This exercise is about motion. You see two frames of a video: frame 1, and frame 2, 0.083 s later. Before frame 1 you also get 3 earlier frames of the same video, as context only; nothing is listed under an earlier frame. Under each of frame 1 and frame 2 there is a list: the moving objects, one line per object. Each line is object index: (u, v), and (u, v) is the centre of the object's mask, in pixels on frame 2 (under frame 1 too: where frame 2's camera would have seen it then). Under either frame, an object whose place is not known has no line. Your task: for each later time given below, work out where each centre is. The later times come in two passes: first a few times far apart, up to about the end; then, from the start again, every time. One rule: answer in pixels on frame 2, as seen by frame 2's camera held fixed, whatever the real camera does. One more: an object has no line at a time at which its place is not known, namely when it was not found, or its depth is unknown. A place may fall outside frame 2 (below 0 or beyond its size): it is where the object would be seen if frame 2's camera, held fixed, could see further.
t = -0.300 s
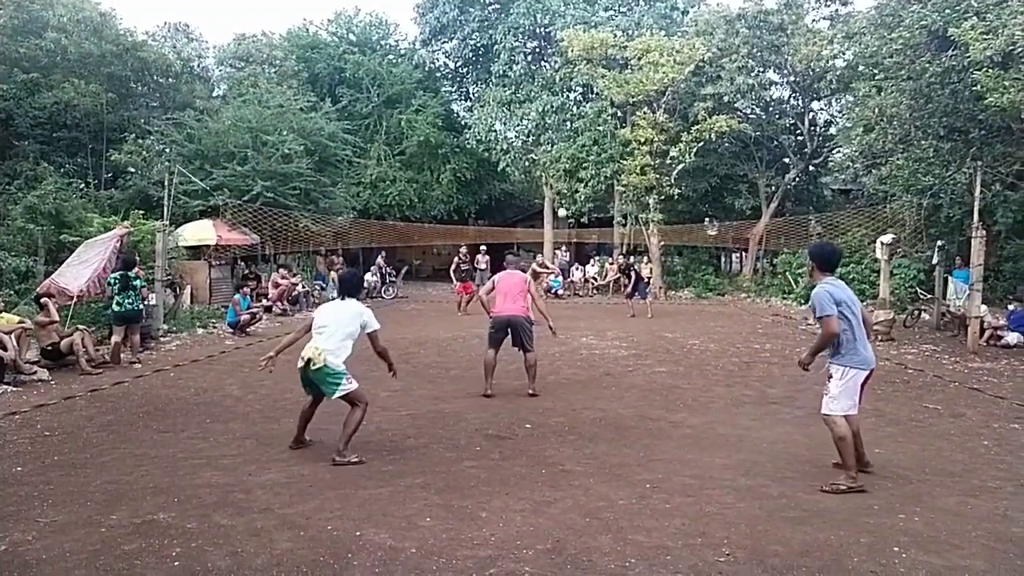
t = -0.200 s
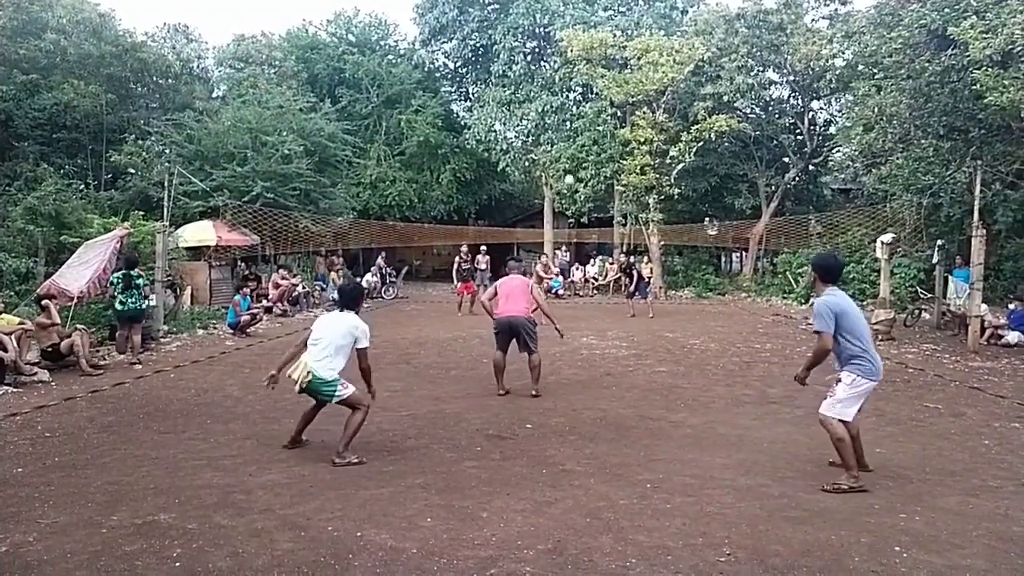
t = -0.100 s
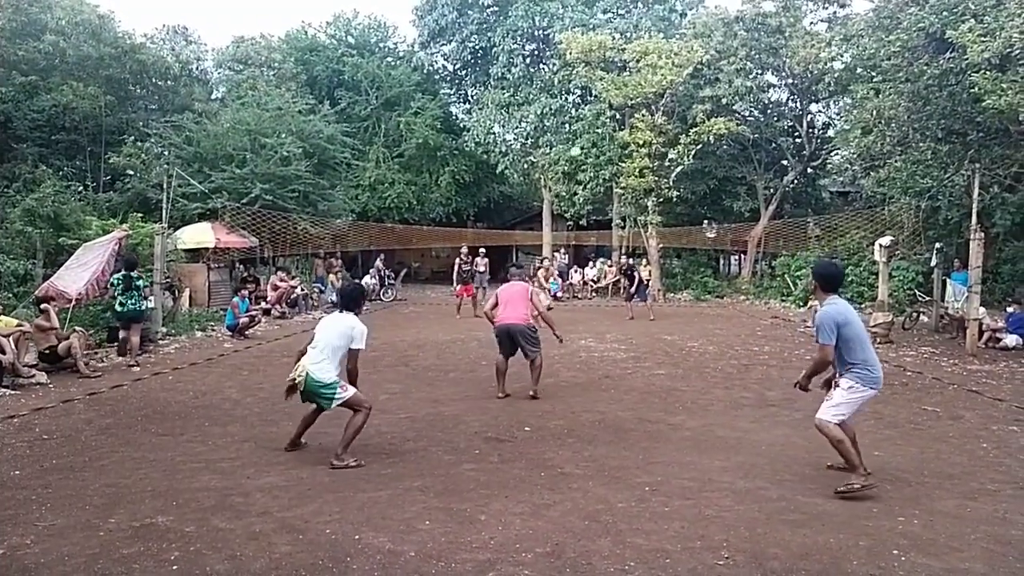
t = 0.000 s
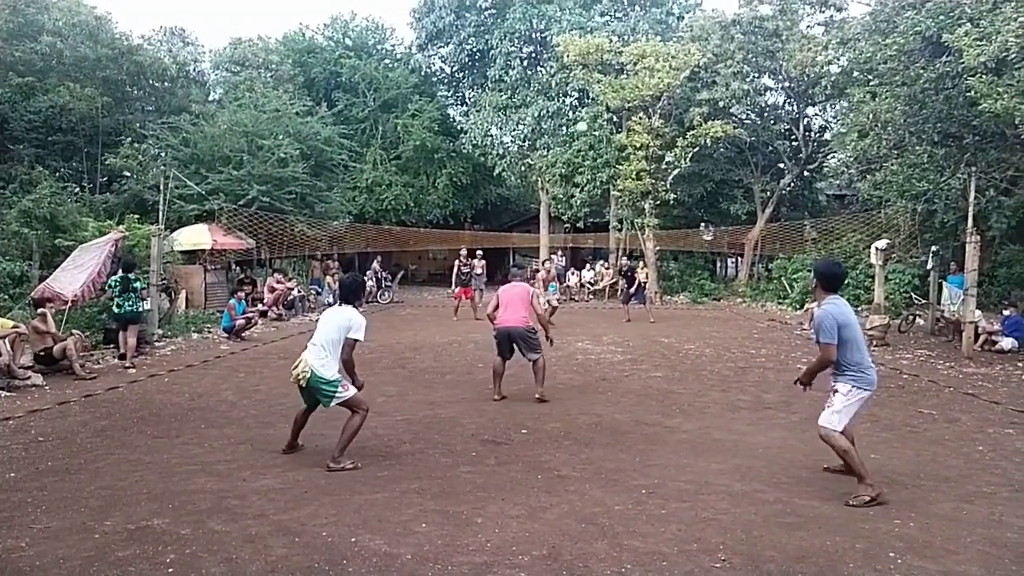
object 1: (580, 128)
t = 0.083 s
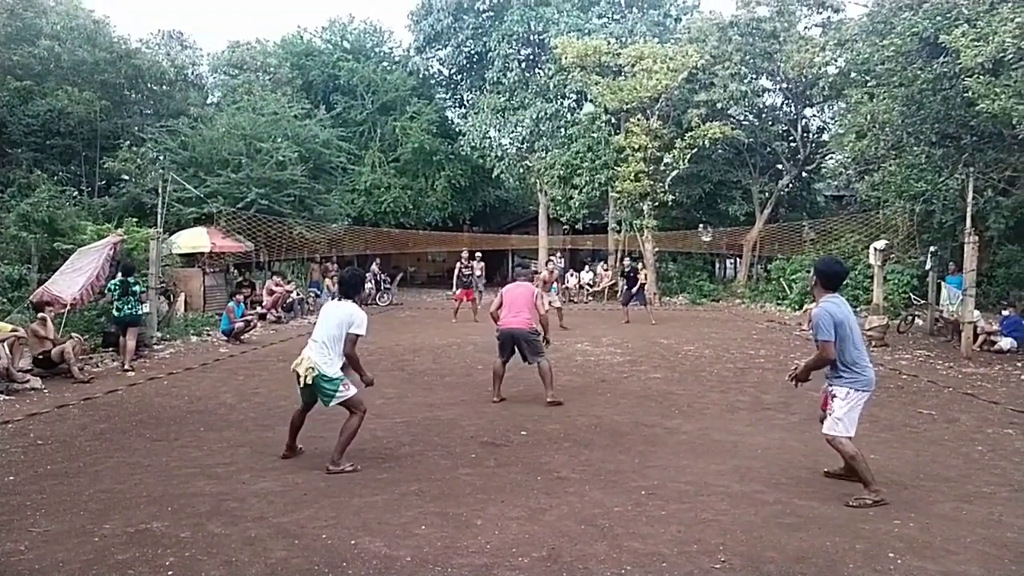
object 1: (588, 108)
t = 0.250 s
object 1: (608, 76)
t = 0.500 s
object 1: (647, 61)
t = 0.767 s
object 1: (713, 113)
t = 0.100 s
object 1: (590, 104)
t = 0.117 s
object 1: (592, 101)
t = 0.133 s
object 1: (594, 97)
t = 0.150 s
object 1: (595, 94)
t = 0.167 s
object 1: (597, 91)
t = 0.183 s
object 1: (599, 88)
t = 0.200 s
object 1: (601, 85)
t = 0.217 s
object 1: (603, 82)
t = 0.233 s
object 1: (605, 79)
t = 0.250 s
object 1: (608, 76)
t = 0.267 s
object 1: (610, 74)
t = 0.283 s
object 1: (612, 72)
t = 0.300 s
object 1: (614, 70)
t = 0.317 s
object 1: (616, 68)
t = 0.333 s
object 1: (619, 66)
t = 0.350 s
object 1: (621, 65)
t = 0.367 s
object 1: (624, 64)
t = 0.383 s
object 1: (626, 62)
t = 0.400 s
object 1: (628, 61)
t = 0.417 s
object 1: (632, 61)
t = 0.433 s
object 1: (635, 60)
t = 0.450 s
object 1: (638, 60)
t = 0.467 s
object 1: (641, 60)
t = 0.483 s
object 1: (645, 60)
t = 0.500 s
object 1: (647, 61)
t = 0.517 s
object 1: (650, 62)
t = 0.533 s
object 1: (653, 63)
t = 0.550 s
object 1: (657, 63)
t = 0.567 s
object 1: (661, 65)
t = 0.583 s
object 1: (664, 67)
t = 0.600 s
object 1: (669, 69)
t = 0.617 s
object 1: (672, 72)
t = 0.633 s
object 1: (677, 75)
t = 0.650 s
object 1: (681, 79)
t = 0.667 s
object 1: (685, 82)
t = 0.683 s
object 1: (689, 86)
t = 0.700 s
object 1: (694, 92)
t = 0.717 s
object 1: (698, 95)
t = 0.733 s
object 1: (703, 101)
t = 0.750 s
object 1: (708, 107)
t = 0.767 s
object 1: (713, 113)
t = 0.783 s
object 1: (719, 121)
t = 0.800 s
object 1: (724, 128)
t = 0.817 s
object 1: (729, 135)
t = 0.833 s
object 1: (736, 144)
